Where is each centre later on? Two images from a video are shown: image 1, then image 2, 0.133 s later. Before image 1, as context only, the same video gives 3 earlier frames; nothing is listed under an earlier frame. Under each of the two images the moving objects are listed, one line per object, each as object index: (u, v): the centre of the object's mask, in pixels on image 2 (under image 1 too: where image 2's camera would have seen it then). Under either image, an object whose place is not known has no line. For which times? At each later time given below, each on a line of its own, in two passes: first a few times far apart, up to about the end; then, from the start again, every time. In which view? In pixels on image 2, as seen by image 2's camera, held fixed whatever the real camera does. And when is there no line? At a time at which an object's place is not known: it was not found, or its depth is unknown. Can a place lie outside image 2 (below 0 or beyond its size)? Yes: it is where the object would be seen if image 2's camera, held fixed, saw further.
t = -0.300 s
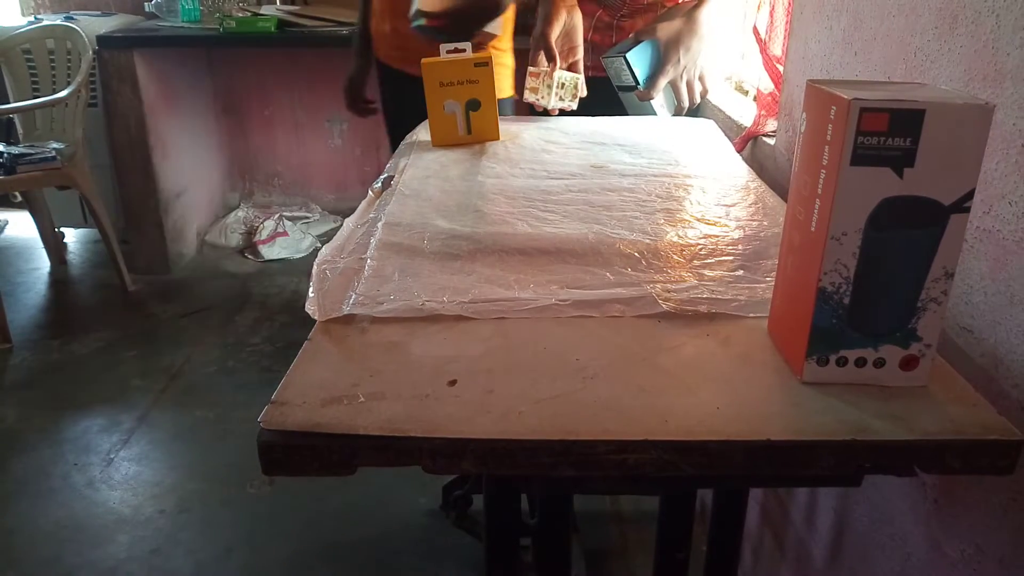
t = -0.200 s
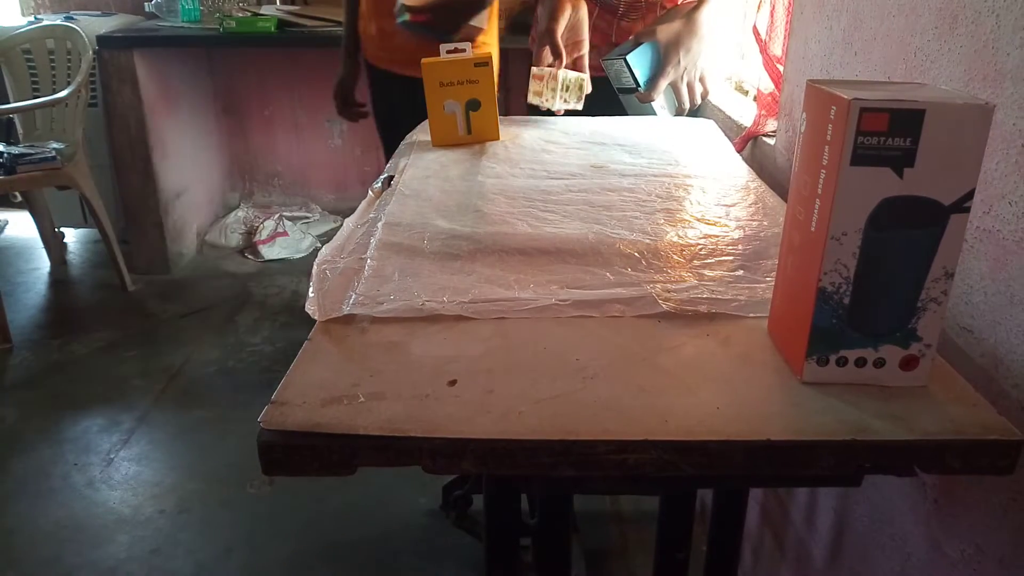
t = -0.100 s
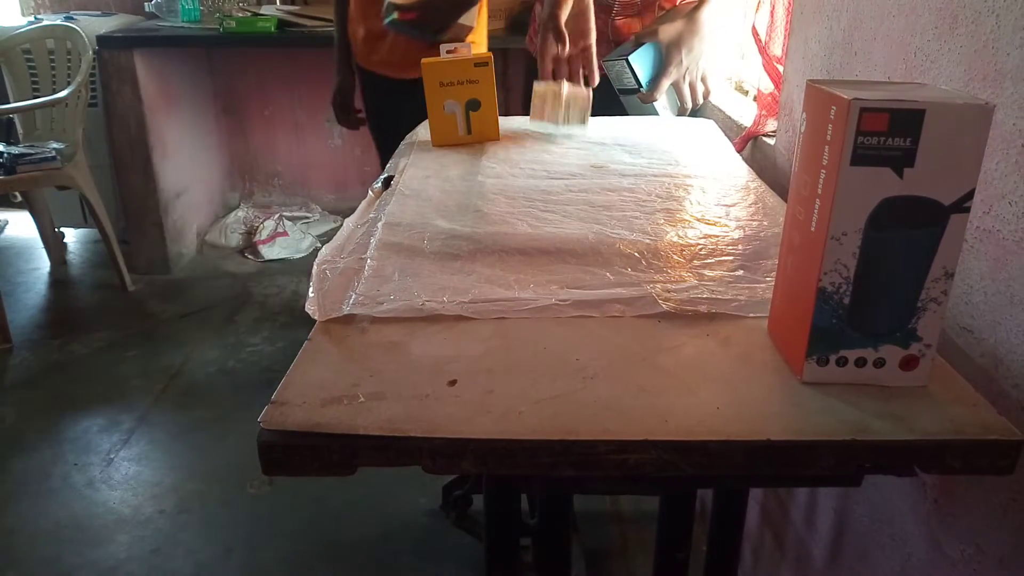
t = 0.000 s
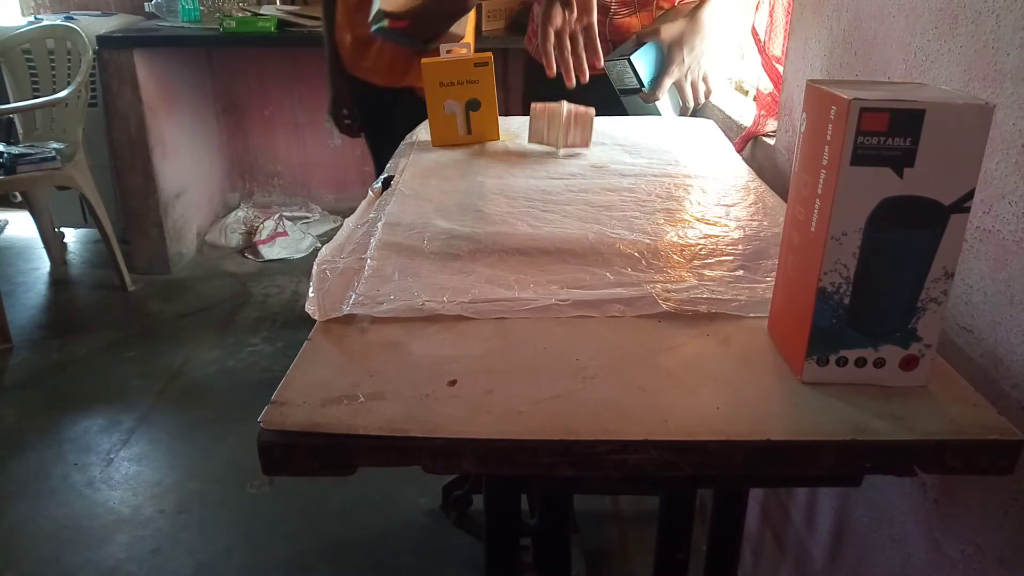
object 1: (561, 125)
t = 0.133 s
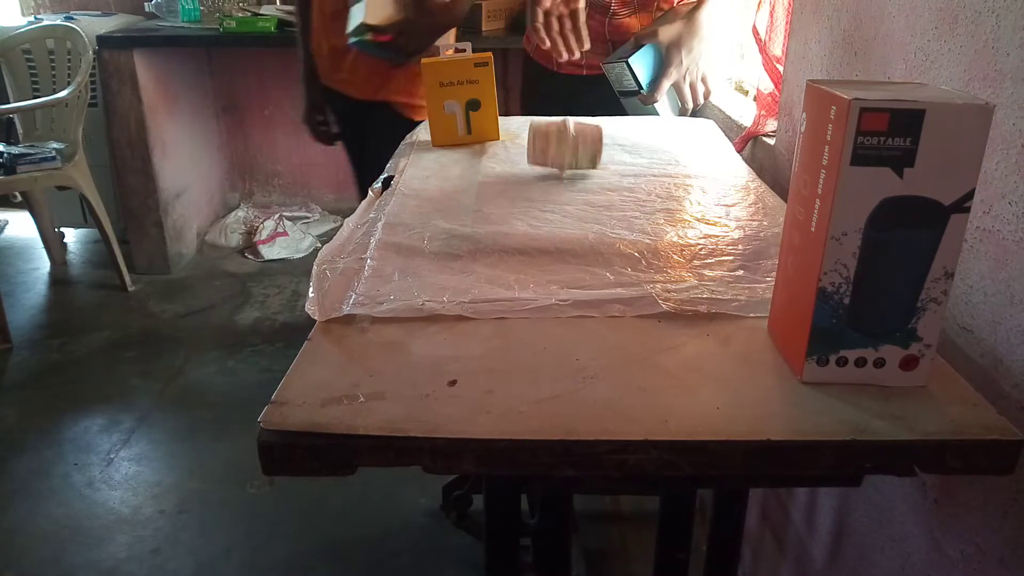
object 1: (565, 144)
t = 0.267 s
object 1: (570, 169)
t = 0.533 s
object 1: (576, 209)
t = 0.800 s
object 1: (556, 265)
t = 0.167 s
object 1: (566, 153)
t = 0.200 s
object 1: (567, 157)
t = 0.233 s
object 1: (568, 163)
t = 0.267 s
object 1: (570, 169)
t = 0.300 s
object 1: (572, 174)
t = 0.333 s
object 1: (574, 181)
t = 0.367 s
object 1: (578, 188)
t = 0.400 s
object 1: (578, 192)
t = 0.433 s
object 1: (578, 196)
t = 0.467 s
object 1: (577, 201)
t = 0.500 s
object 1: (576, 207)
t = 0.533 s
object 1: (576, 209)
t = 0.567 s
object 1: (575, 215)
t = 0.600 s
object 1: (575, 234)
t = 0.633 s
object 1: (573, 239)
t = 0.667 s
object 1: (570, 247)
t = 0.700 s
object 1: (567, 254)
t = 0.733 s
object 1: (563, 253)
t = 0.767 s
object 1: (558, 257)
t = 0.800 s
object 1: (556, 265)
